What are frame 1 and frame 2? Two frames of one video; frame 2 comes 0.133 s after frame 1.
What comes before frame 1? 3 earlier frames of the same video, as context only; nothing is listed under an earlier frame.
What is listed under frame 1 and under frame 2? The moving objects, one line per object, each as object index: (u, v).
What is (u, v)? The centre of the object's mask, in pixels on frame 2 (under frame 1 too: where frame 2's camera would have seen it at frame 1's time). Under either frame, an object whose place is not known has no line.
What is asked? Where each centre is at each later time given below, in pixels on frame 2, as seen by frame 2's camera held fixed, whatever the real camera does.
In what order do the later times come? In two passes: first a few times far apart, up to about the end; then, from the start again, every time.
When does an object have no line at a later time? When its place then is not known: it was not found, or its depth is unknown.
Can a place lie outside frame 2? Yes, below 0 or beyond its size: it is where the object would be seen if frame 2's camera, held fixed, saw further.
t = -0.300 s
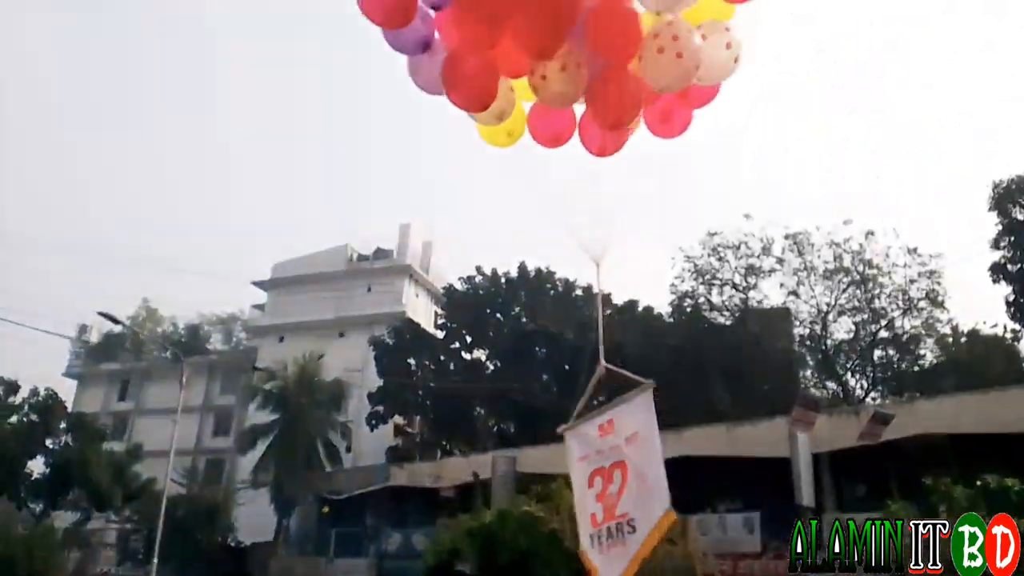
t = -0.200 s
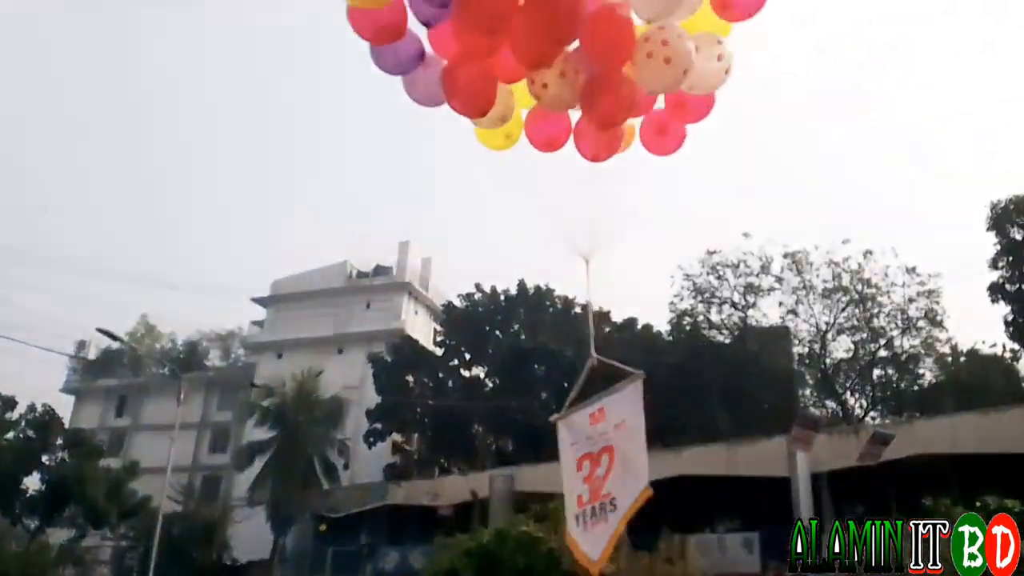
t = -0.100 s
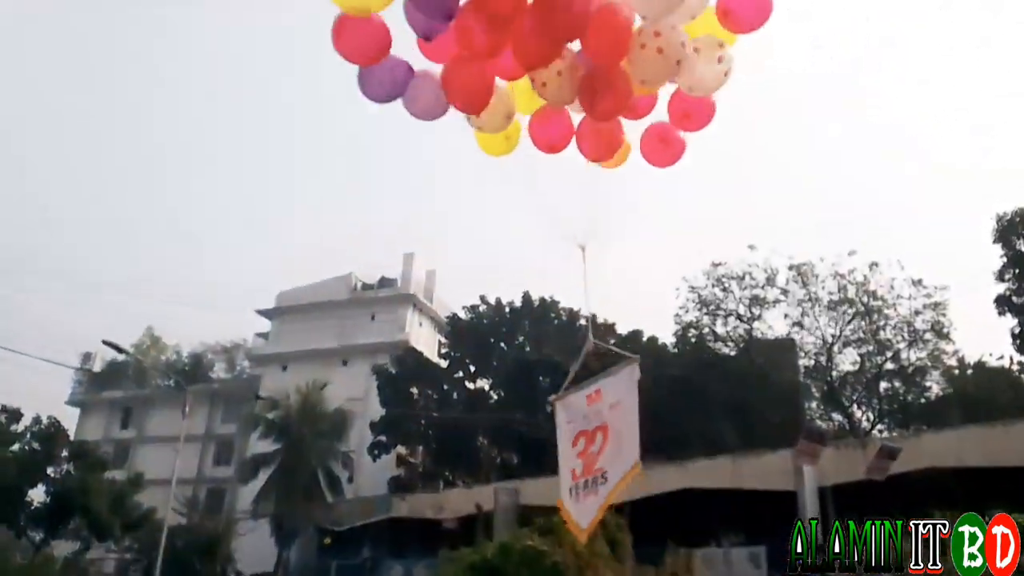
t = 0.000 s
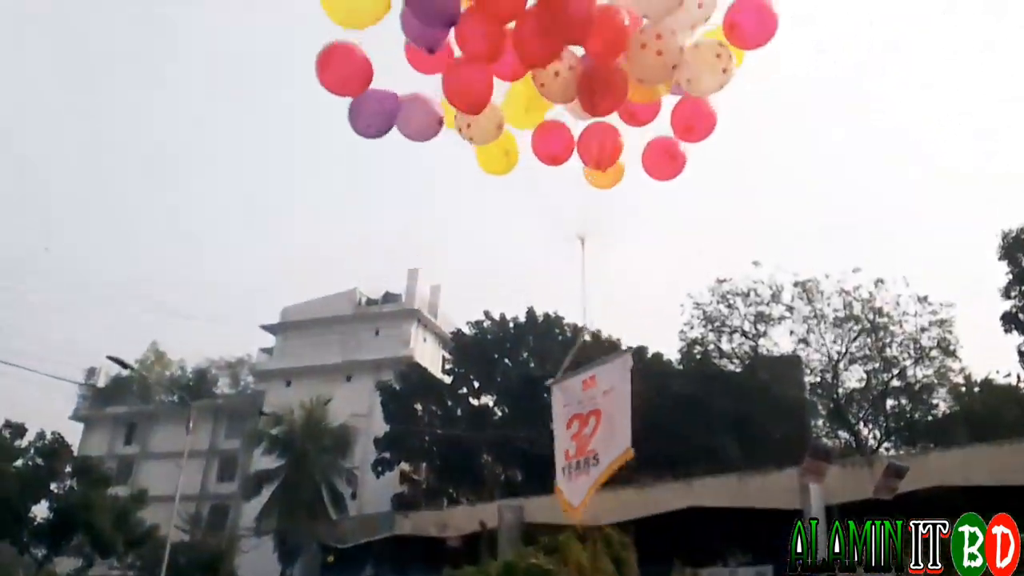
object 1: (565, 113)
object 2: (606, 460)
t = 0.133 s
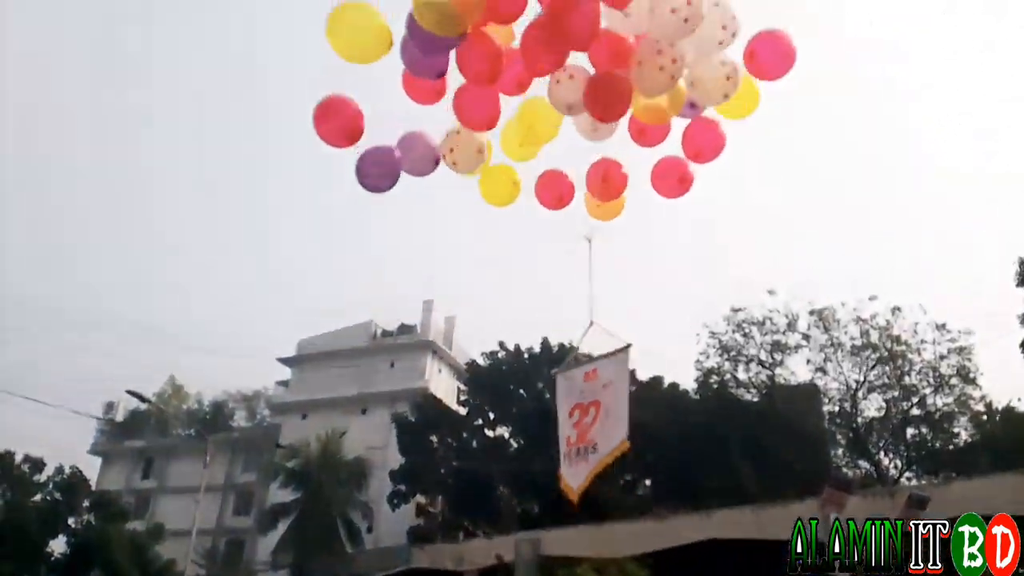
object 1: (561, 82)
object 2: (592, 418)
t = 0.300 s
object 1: (558, 76)
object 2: (576, 371)
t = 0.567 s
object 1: (522, 76)
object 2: (554, 307)
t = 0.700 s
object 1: (560, 77)
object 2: (550, 281)
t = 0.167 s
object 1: (561, 80)
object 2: (588, 408)
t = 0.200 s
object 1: (561, 80)
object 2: (585, 398)
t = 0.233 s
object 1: (562, 78)
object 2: (584, 389)
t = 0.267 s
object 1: (560, 75)
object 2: (578, 380)
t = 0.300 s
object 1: (558, 76)
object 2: (576, 371)
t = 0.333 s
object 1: (549, 77)
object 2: (574, 363)
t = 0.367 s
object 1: (546, 77)
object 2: (570, 355)
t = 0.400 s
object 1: (544, 81)
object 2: (566, 347)
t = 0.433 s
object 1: (546, 77)
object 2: (563, 340)
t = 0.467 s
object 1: (545, 77)
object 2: (559, 331)
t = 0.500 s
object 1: (543, 81)
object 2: (560, 324)
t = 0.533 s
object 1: (537, 82)
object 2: (558, 315)
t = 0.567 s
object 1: (522, 76)
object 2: (554, 307)
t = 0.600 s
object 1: (539, 84)
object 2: (552, 301)
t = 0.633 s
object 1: (541, 81)
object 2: (553, 292)
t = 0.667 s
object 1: (541, 84)
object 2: (551, 286)
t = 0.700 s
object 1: (560, 77)
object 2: (550, 281)
